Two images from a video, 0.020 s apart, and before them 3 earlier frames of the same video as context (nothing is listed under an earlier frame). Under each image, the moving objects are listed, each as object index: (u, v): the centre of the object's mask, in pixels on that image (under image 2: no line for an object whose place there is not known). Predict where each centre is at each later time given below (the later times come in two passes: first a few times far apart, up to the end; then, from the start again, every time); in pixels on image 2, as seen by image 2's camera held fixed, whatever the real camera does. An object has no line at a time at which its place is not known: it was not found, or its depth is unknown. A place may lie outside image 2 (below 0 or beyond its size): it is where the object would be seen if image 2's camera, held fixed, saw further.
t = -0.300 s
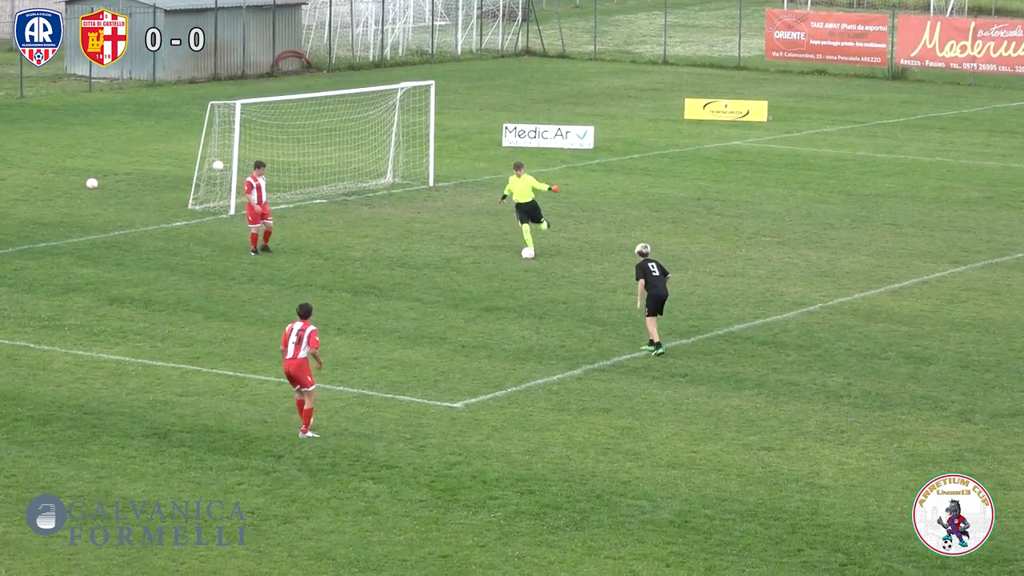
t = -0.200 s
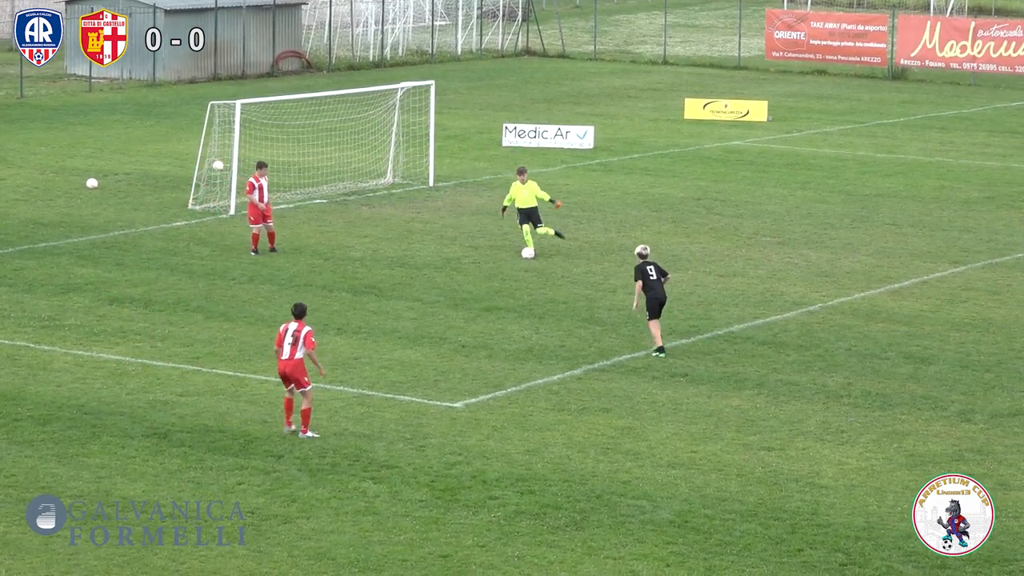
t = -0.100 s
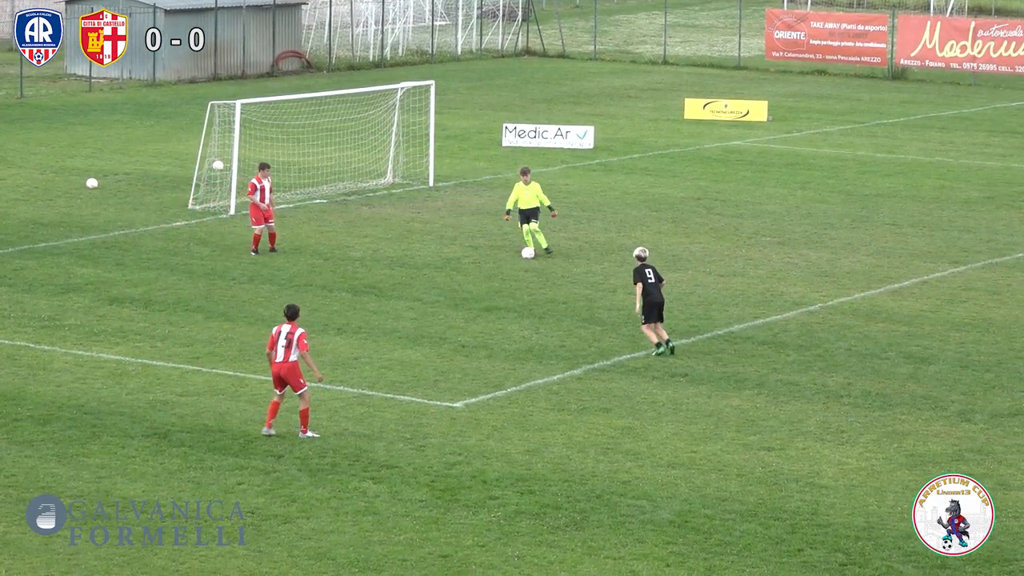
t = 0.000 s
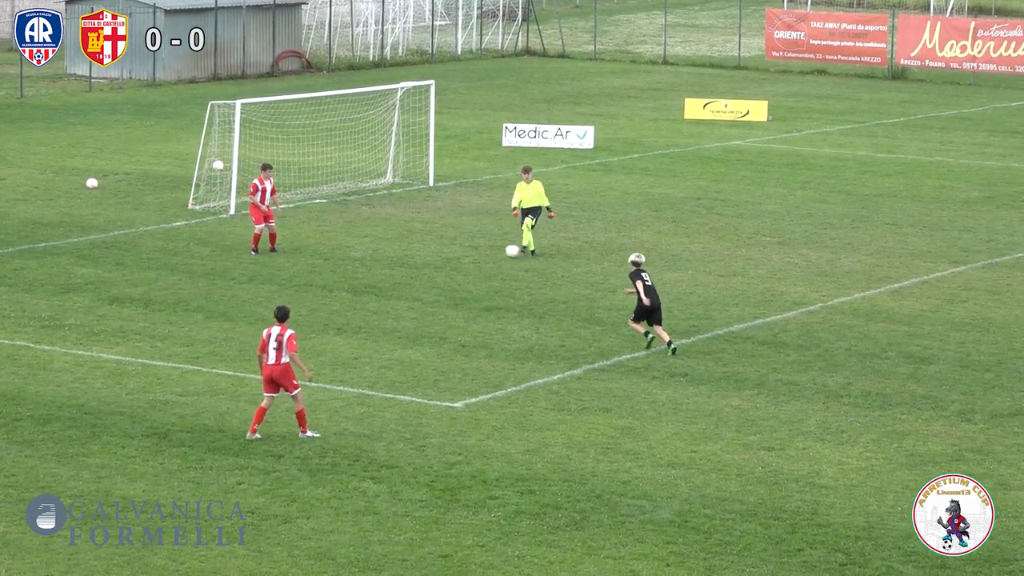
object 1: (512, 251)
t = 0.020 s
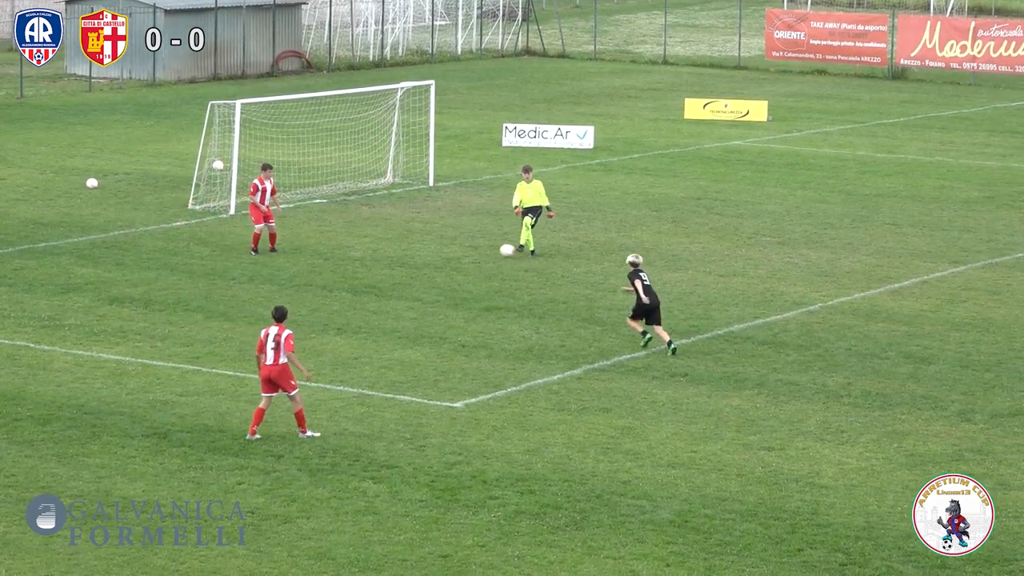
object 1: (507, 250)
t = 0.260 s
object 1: (444, 252)
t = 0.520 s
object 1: (386, 250)
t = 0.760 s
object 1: (336, 252)
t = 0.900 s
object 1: (308, 252)
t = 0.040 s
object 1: (502, 249)
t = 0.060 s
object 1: (496, 249)
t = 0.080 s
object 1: (491, 248)
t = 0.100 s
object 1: (486, 249)
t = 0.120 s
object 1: (480, 249)
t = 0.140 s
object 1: (475, 249)
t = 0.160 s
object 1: (469, 250)
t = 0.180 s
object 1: (464, 251)
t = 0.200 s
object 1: (458, 252)
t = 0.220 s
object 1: (453, 253)
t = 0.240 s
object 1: (448, 253)
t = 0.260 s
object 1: (444, 252)
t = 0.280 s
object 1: (439, 251)
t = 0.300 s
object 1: (435, 250)
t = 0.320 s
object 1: (430, 250)
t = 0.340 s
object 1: (426, 250)
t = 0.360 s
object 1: (421, 250)
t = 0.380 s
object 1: (416, 251)
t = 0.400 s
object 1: (412, 252)
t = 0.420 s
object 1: (408, 252)
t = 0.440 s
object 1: (403, 253)
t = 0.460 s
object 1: (399, 252)
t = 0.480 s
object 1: (395, 252)
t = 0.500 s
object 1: (390, 251)
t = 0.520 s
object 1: (386, 250)
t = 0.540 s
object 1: (382, 250)
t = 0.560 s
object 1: (377, 250)
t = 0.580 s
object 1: (373, 251)
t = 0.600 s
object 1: (369, 251)
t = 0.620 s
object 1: (365, 252)
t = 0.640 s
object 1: (361, 253)
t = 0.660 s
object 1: (356, 253)
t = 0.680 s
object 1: (352, 253)
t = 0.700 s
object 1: (348, 252)
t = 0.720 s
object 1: (344, 252)
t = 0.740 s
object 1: (340, 252)
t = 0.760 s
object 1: (336, 252)
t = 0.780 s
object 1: (332, 252)
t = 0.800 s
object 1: (328, 252)
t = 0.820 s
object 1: (324, 253)
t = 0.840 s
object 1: (320, 253)
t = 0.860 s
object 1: (315, 253)
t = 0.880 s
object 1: (312, 252)
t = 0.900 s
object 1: (308, 252)
